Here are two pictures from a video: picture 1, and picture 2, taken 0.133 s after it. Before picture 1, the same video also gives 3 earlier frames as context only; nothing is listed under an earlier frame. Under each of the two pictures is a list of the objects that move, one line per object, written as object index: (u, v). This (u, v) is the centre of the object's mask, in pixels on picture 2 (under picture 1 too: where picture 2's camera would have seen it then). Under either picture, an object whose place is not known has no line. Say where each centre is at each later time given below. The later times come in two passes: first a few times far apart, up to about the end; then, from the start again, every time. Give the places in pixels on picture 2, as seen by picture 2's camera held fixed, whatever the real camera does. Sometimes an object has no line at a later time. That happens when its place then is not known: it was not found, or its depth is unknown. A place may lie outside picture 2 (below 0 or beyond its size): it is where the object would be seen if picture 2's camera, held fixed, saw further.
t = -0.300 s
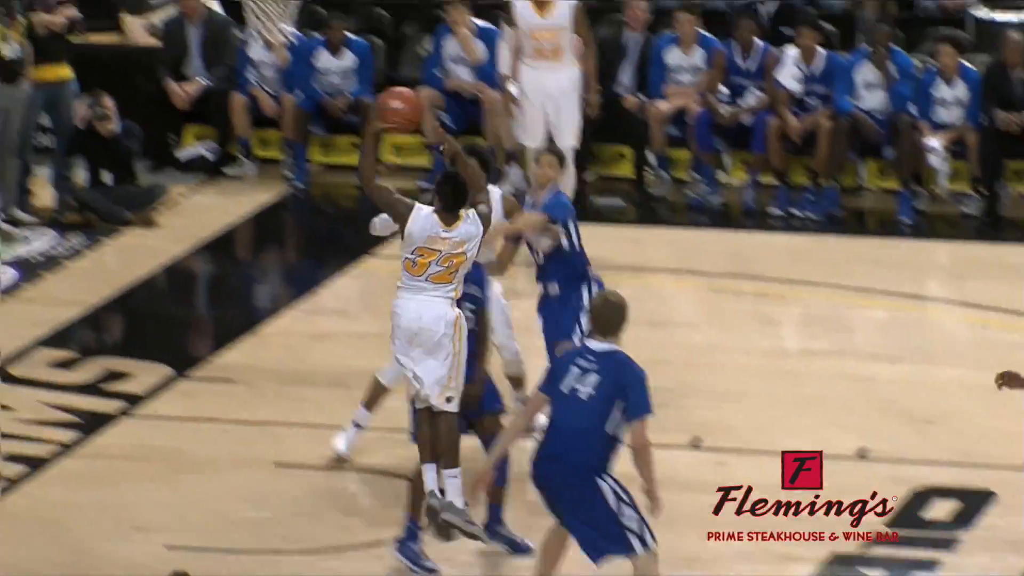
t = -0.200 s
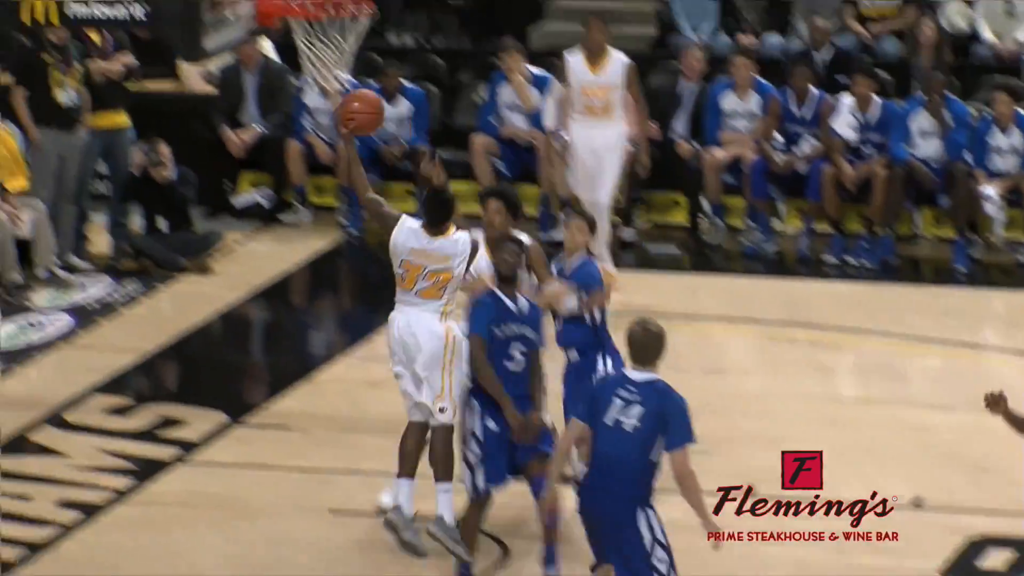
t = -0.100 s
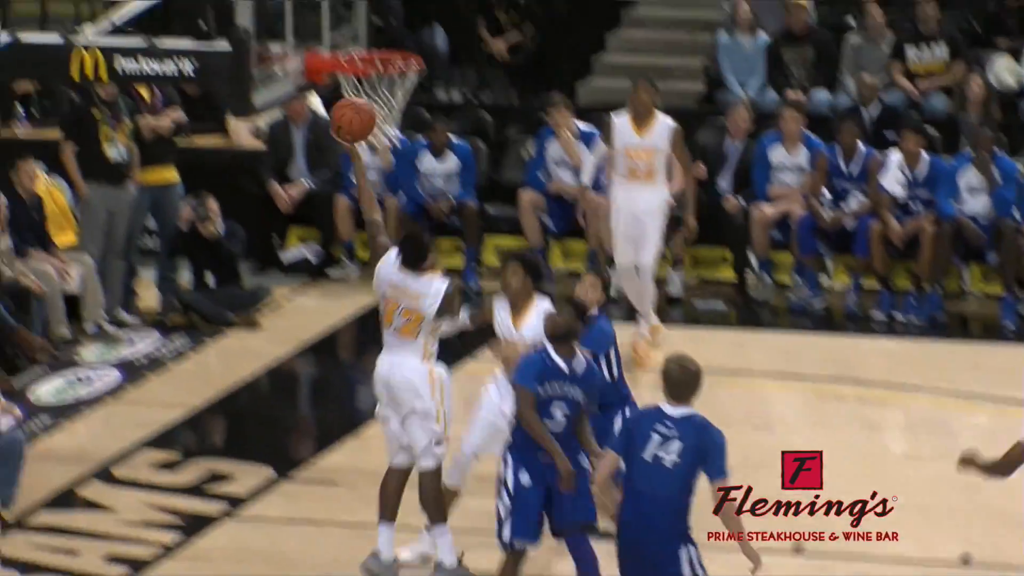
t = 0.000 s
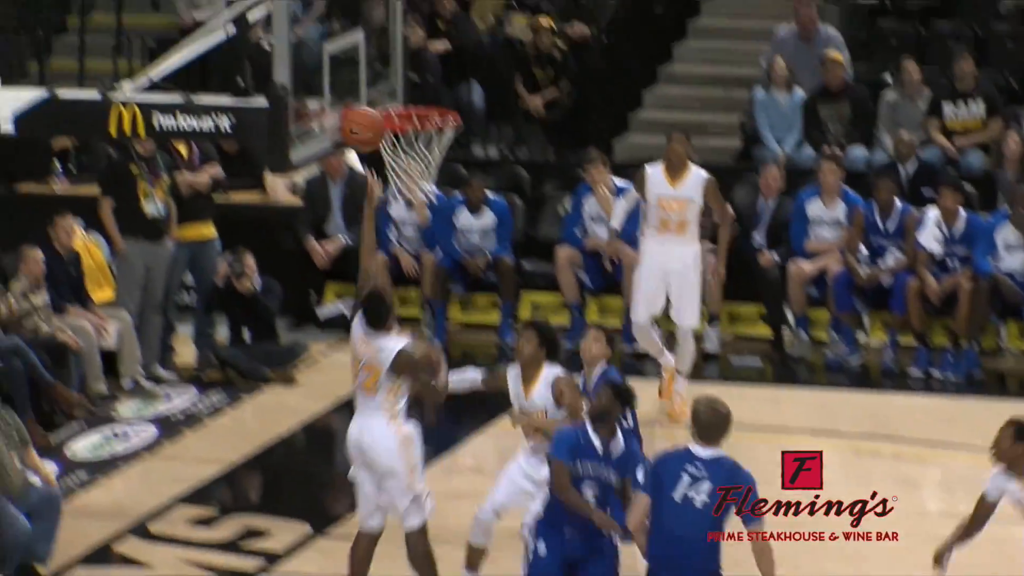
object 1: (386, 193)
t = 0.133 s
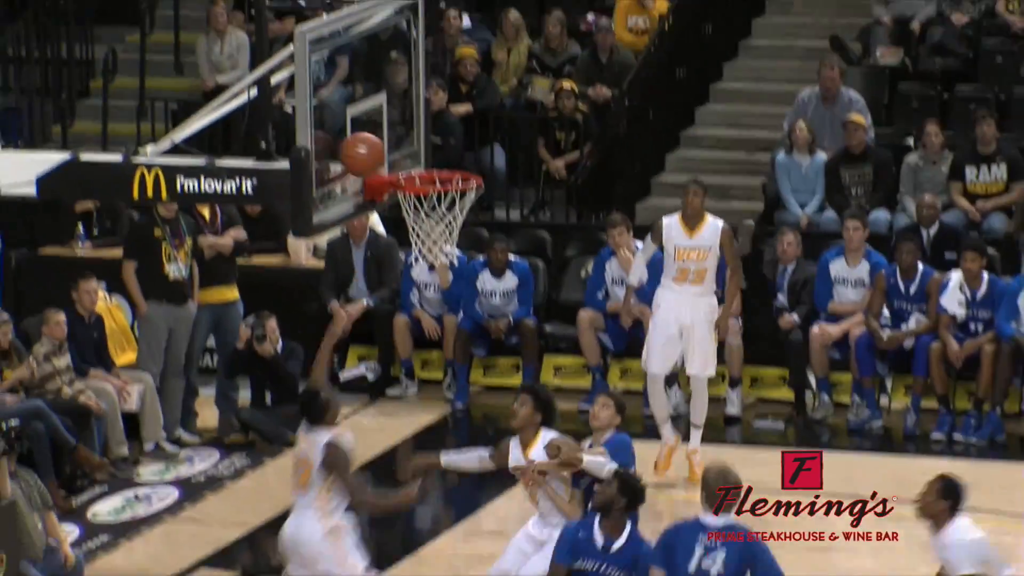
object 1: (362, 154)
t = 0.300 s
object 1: (422, 144)
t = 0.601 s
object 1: (496, 166)
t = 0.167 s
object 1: (374, 148)
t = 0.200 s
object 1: (386, 145)
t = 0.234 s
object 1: (397, 142)
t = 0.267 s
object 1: (410, 142)
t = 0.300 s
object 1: (422, 144)
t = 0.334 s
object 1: (434, 148)
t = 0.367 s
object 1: (446, 153)
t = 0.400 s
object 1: (457, 161)
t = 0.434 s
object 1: (466, 163)
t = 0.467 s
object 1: (472, 160)
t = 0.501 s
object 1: (478, 159)
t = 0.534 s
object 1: (484, 159)
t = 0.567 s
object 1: (490, 162)
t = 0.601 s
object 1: (496, 166)
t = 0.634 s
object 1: (502, 172)
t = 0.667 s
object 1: (508, 180)
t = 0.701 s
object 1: (515, 190)
